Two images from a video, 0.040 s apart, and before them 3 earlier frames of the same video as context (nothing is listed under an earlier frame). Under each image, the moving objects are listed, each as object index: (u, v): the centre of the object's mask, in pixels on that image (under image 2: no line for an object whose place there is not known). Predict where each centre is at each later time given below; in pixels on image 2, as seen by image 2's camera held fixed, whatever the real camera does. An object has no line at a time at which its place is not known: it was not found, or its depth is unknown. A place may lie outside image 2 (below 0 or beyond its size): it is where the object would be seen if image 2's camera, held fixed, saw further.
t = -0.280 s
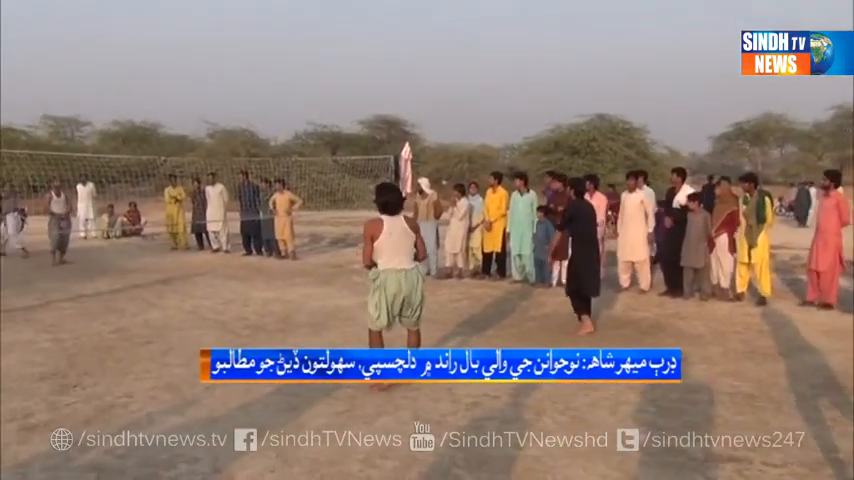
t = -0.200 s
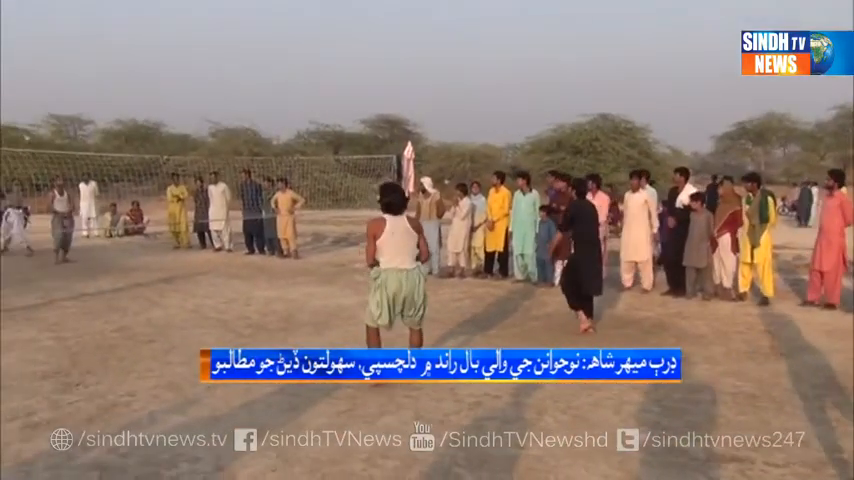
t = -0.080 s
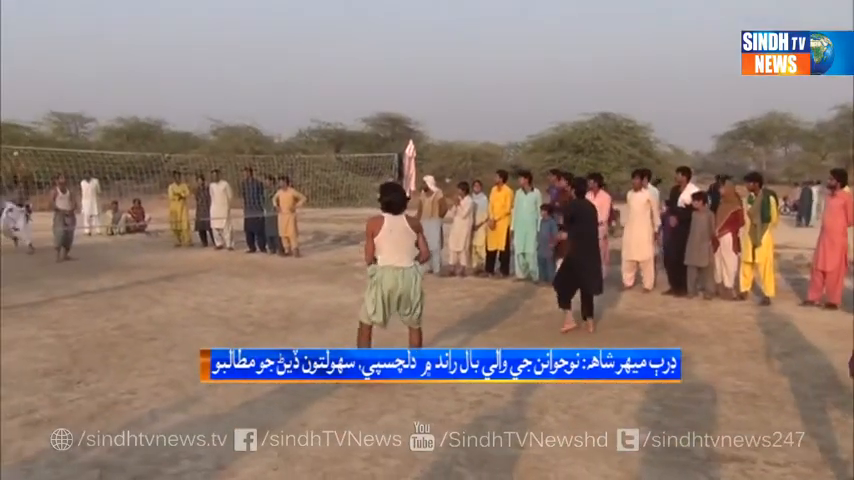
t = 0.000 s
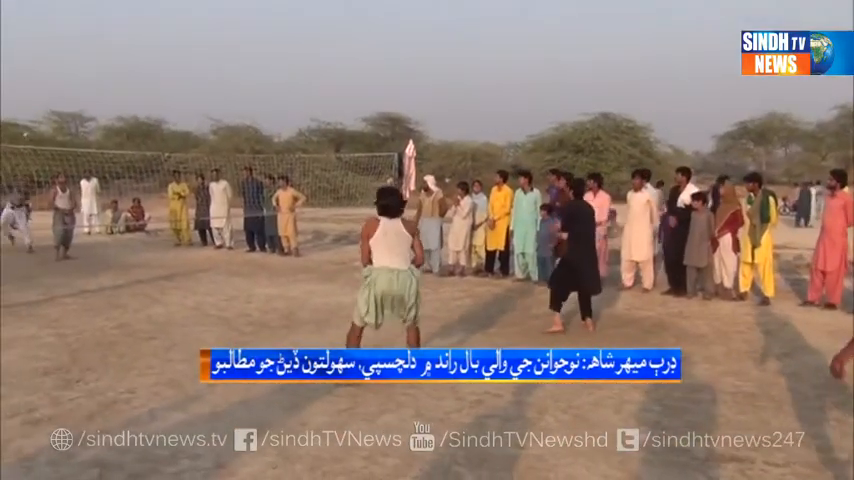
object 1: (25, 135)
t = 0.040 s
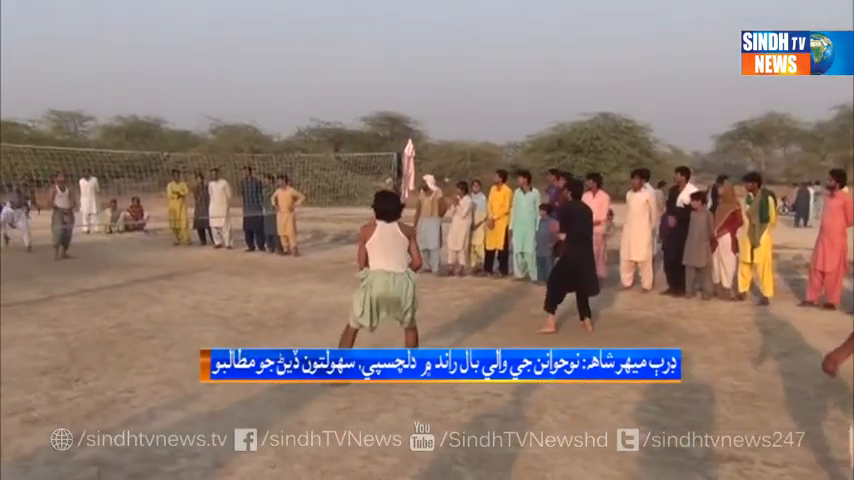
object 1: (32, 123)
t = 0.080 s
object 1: (37, 117)
